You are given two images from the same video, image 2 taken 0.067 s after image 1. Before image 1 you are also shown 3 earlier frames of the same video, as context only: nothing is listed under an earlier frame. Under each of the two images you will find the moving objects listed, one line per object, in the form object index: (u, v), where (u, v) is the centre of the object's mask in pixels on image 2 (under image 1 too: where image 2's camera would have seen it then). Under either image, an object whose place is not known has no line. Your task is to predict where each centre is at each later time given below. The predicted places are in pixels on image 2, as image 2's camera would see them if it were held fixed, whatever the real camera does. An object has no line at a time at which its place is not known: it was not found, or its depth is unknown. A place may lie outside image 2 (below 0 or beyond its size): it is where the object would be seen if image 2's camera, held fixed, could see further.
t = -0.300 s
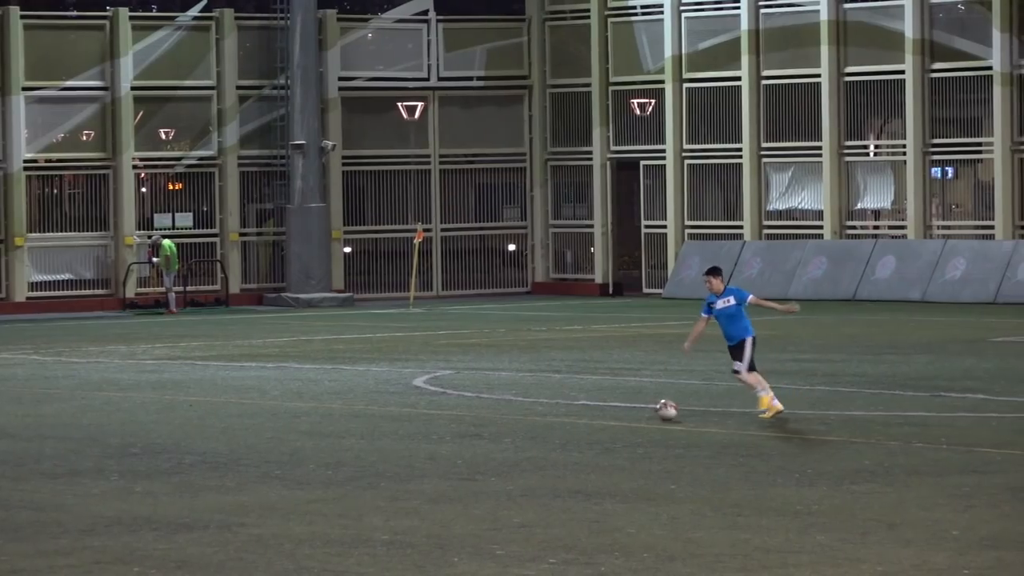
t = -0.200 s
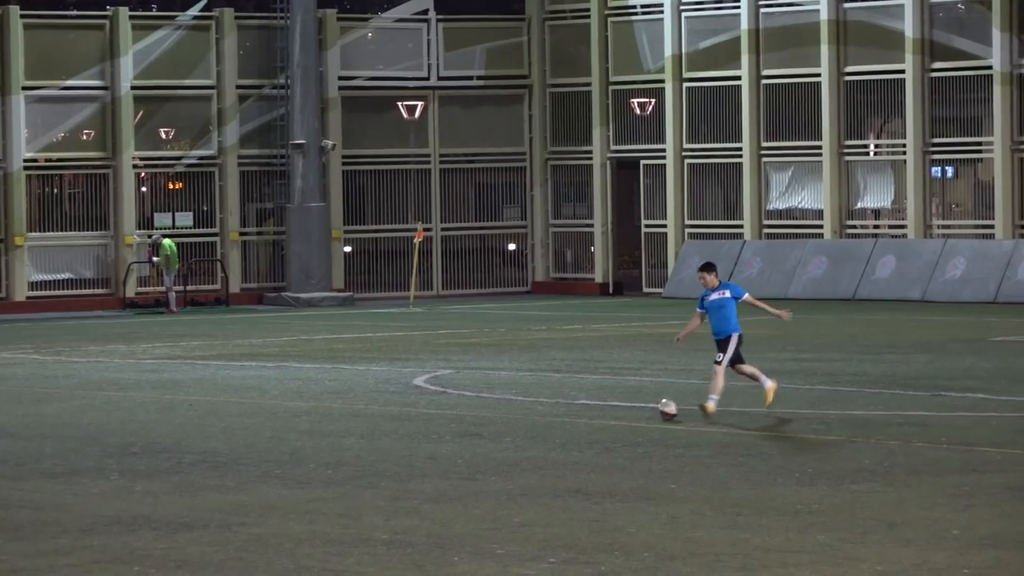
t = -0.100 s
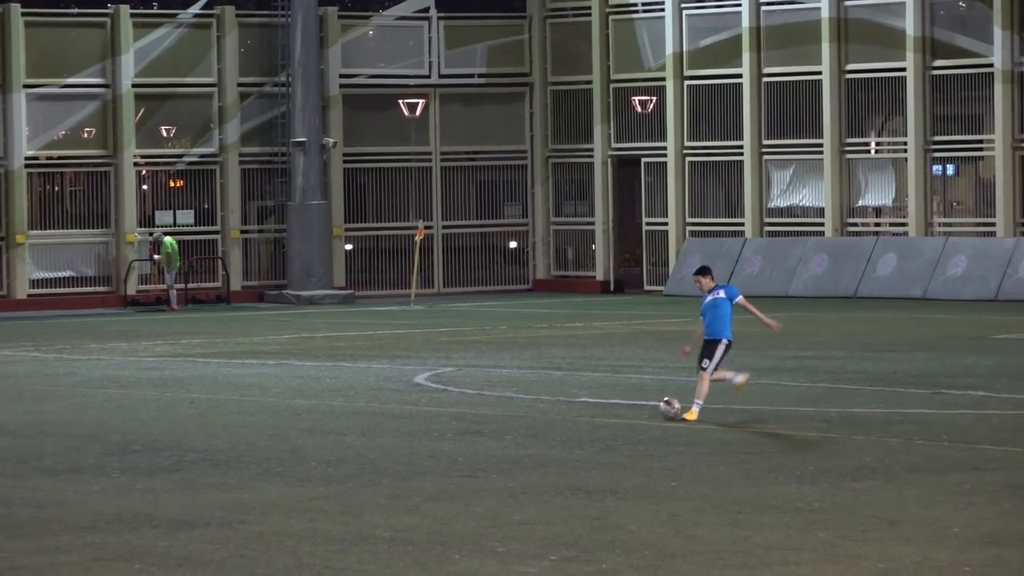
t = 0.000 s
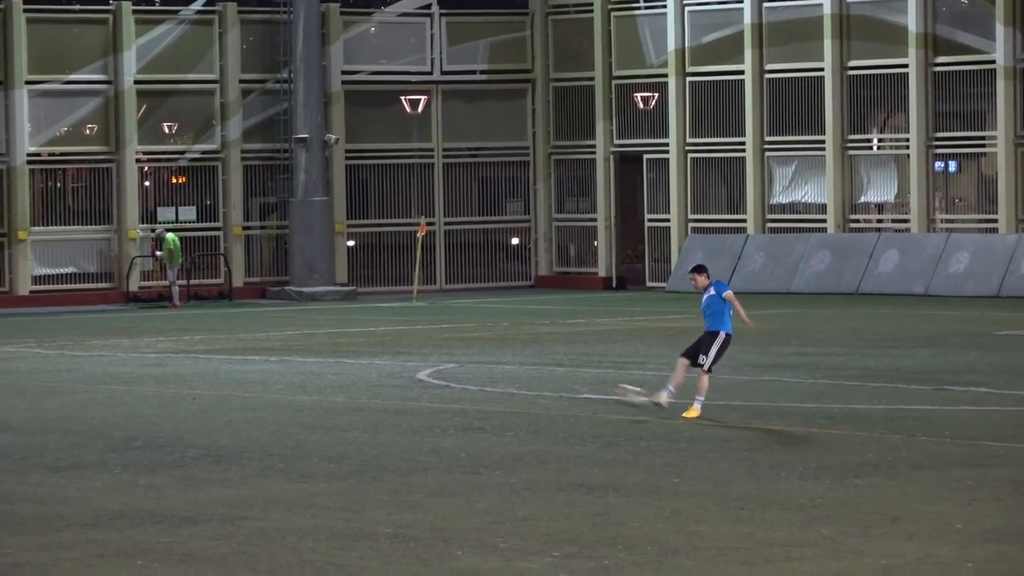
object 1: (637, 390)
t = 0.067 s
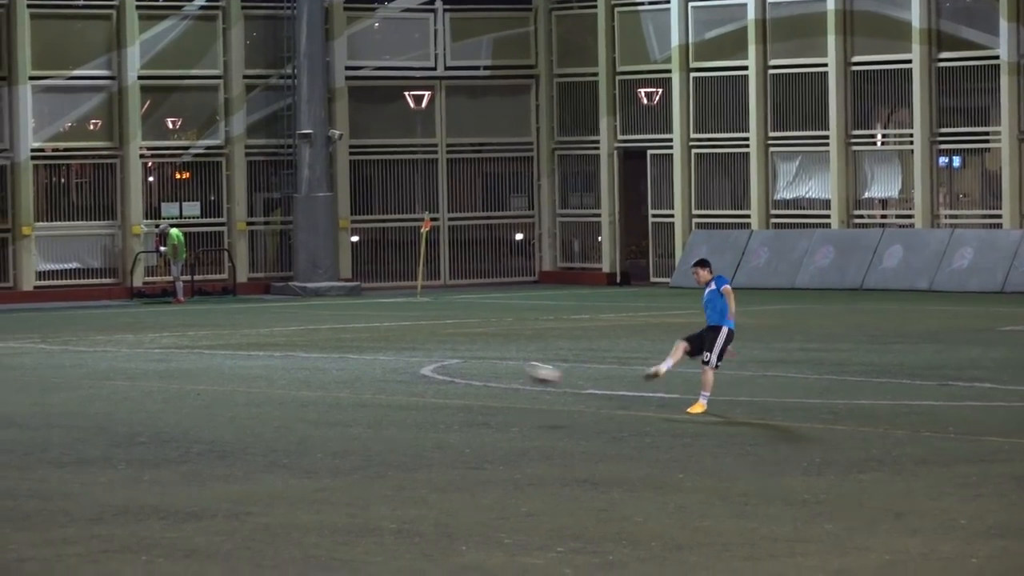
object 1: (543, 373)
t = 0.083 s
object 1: (522, 370)
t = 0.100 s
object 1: (499, 367)
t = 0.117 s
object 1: (477, 364)
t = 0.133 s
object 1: (453, 361)
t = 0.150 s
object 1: (430, 358)
